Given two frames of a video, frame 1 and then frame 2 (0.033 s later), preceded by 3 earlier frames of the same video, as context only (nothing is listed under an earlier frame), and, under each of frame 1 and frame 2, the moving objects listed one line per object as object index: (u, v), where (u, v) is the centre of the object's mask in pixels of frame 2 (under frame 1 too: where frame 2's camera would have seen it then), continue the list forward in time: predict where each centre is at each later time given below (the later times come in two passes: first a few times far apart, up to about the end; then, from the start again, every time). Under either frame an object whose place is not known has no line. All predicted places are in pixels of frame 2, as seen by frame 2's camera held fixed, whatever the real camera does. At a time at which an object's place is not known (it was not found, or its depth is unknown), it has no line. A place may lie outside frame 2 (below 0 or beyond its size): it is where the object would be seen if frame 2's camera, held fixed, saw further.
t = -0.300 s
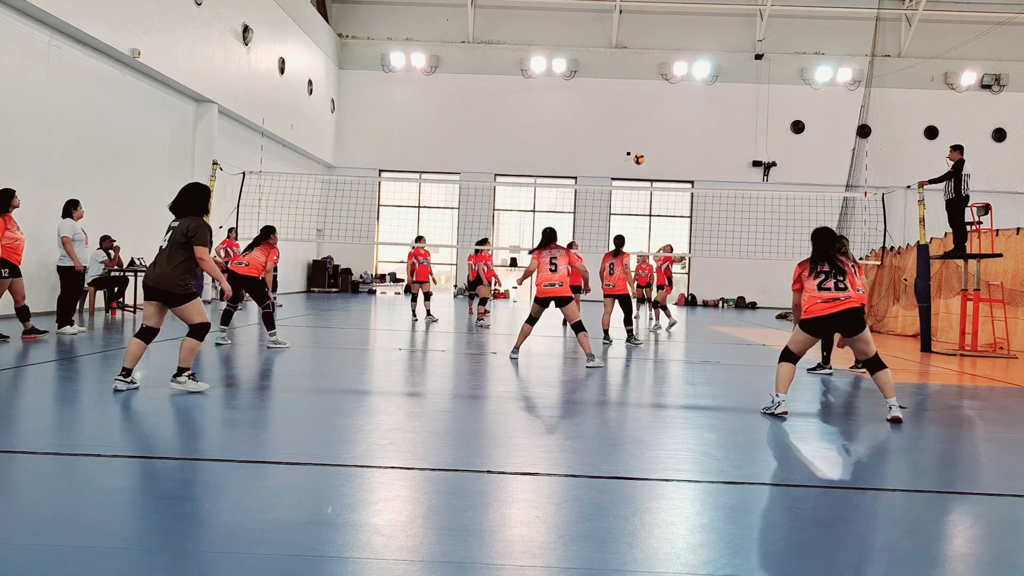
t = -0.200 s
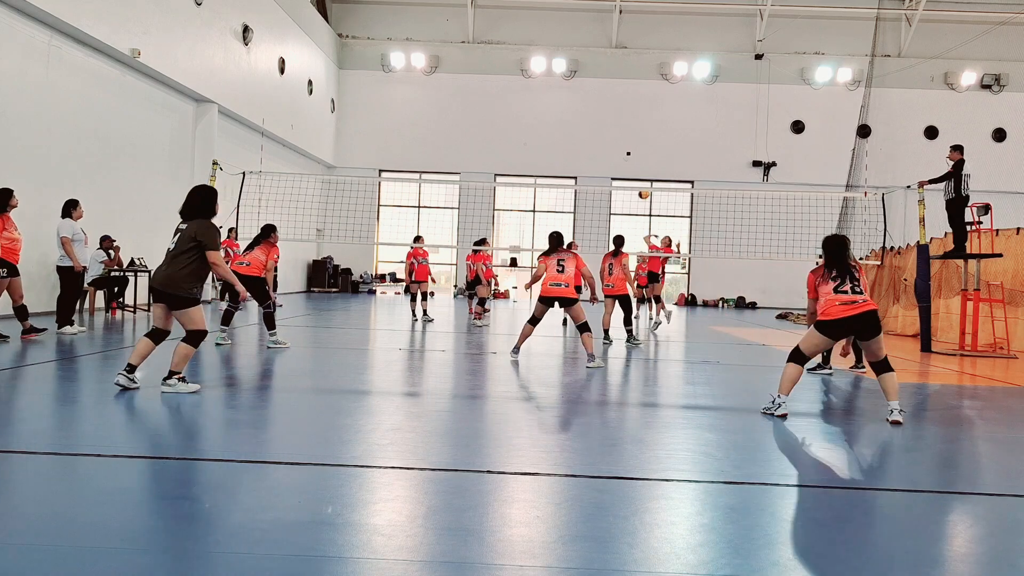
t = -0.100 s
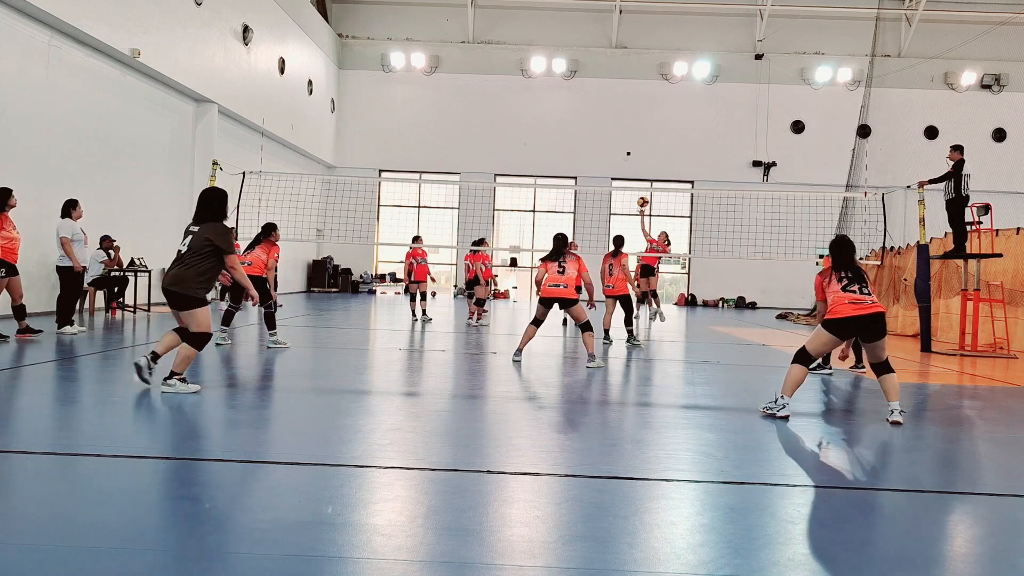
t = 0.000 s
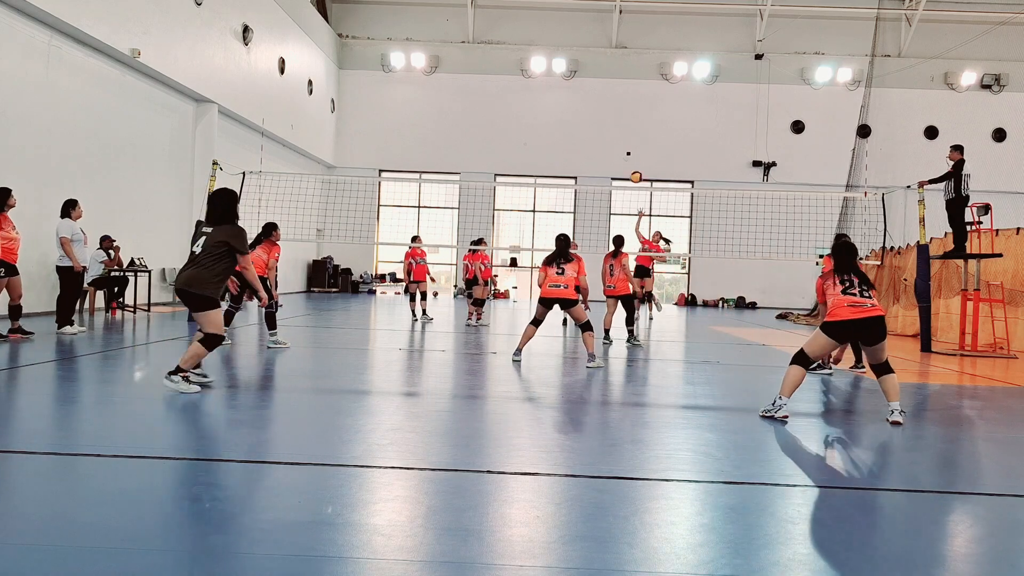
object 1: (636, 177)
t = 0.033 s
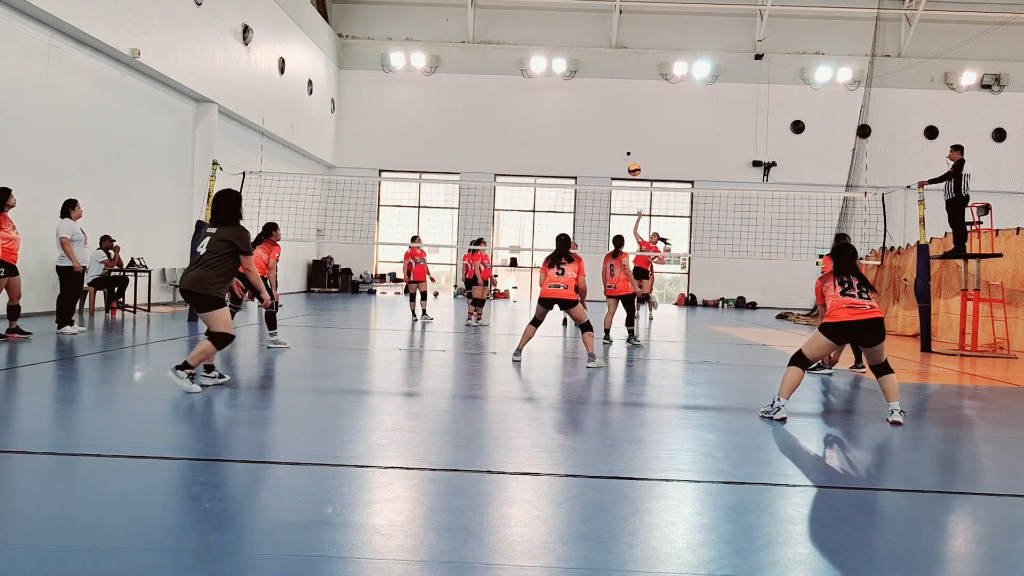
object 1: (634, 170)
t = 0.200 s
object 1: (622, 139)
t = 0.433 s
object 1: (599, 127)
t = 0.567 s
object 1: (580, 144)
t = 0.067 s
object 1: (632, 162)
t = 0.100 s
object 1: (630, 156)
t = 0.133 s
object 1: (627, 150)
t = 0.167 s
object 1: (625, 144)
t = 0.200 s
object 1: (622, 139)
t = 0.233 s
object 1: (619, 135)
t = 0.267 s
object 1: (616, 132)
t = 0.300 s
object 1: (613, 129)
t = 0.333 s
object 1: (610, 127)
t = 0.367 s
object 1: (607, 125)
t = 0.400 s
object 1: (603, 125)
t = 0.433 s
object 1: (599, 127)
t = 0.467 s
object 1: (595, 129)
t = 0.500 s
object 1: (591, 133)
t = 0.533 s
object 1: (586, 138)
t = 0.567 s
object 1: (580, 144)
